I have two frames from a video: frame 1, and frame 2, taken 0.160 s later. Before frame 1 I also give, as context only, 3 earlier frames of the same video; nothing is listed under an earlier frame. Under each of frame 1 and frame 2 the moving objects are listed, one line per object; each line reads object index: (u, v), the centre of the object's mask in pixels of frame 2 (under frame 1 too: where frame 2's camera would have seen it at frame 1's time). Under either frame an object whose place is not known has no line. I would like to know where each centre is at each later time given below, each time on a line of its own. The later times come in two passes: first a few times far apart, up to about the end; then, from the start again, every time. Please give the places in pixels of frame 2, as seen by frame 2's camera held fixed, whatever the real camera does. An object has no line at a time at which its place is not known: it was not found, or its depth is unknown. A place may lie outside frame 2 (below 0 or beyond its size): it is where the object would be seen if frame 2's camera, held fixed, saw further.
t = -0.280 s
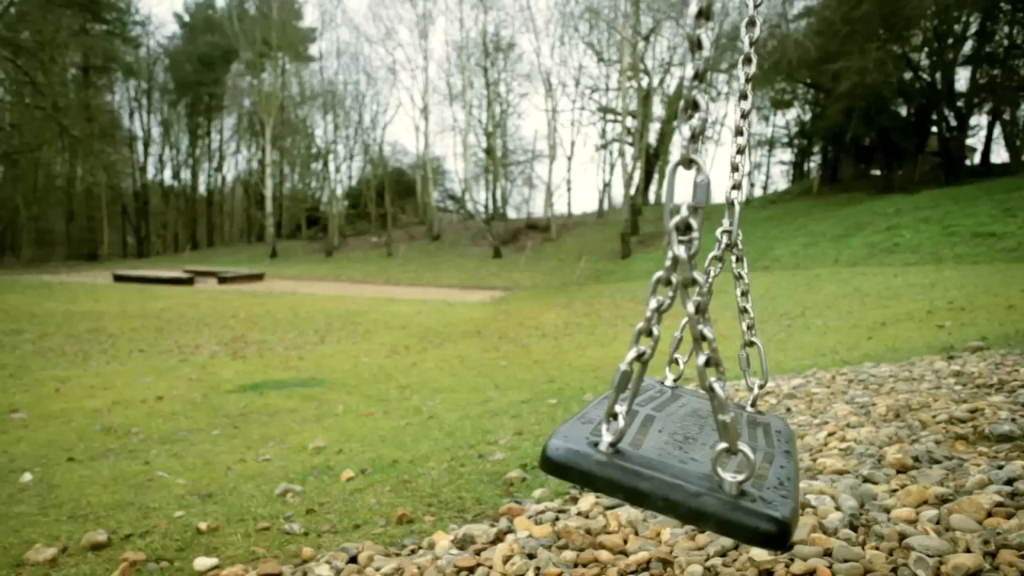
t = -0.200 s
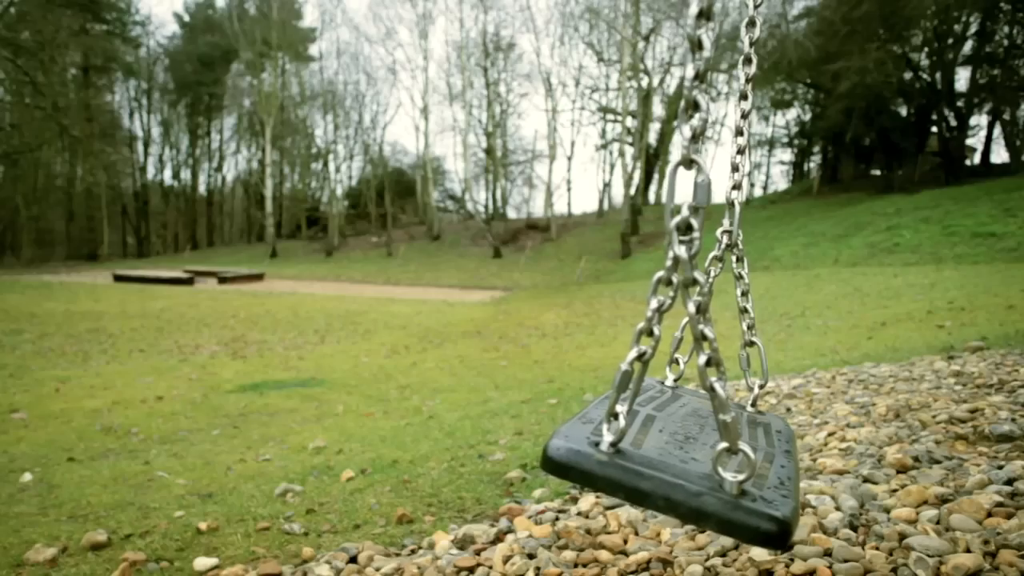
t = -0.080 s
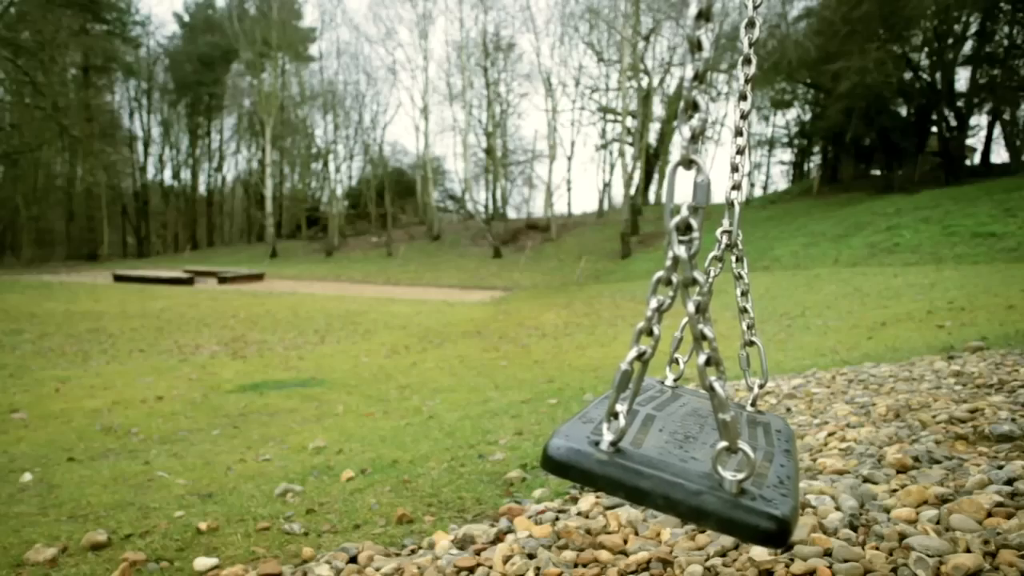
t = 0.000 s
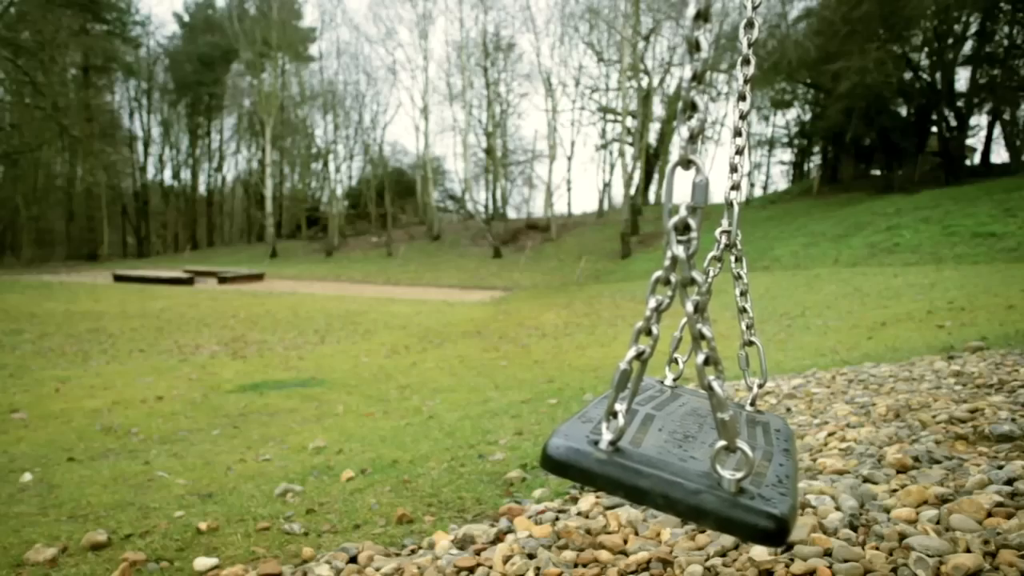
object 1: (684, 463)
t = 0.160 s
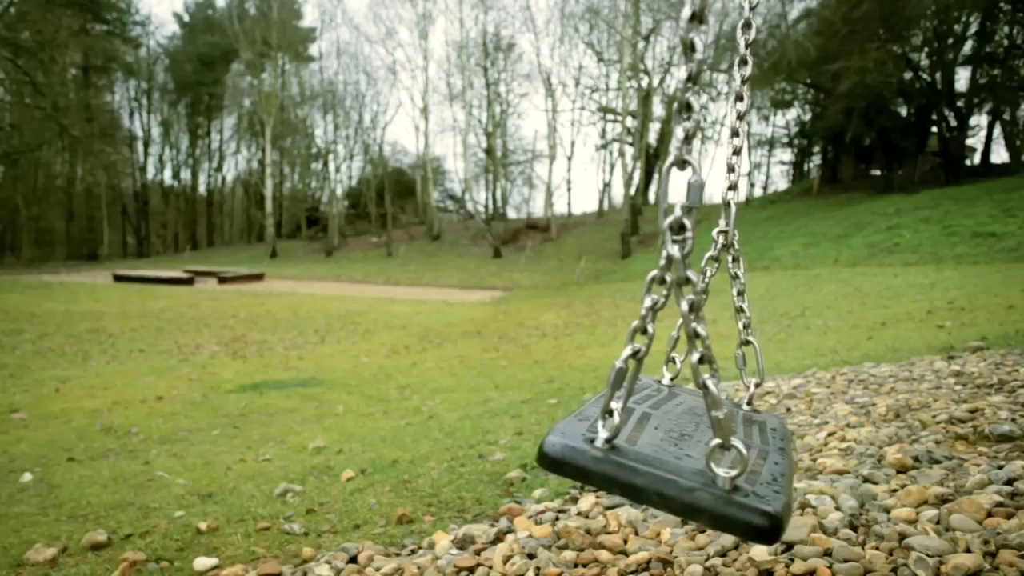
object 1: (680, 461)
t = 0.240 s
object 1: (677, 460)
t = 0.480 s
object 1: (665, 456)
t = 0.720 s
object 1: (653, 453)
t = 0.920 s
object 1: (644, 451)
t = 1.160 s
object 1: (635, 449)
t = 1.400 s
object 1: (629, 448)
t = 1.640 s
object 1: (627, 449)
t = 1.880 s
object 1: (628, 451)
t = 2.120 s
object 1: (634, 453)
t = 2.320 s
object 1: (644, 456)
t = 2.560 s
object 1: (656, 459)
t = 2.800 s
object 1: (668, 462)
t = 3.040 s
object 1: (678, 464)
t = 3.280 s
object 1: (683, 464)
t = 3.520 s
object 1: (685, 464)
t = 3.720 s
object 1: (684, 462)
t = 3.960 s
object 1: (676, 459)
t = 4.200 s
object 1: (665, 456)
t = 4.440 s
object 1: (652, 453)
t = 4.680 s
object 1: (640, 450)
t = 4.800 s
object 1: (636, 450)
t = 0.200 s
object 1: (679, 461)
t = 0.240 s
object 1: (677, 460)
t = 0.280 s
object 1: (676, 459)
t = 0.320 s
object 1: (674, 459)
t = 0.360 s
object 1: (672, 458)
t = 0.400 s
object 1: (670, 458)
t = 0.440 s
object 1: (667, 457)
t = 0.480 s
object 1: (665, 456)
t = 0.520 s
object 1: (663, 456)
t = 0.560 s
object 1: (661, 455)
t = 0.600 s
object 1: (659, 455)
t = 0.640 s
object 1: (657, 454)
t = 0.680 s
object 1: (655, 454)
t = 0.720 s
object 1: (653, 453)
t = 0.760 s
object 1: (651, 453)
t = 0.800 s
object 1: (649, 452)
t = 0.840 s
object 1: (647, 452)
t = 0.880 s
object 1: (645, 451)
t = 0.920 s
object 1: (644, 451)
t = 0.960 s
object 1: (642, 451)
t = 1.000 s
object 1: (640, 450)
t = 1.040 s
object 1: (639, 450)
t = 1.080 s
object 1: (637, 450)
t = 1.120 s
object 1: (636, 450)
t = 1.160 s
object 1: (635, 449)
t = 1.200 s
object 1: (634, 449)
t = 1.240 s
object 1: (633, 449)
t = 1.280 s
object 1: (632, 449)
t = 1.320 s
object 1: (631, 449)
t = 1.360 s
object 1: (630, 448)
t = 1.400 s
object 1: (629, 448)
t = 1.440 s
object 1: (629, 448)
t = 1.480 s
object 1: (628, 448)
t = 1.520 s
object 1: (628, 448)
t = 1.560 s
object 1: (627, 448)
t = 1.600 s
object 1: (627, 449)
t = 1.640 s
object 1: (627, 449)
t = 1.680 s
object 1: (626, 449)
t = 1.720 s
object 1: (626, 449)
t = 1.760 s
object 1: (626, 449)
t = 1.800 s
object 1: (627, 450)
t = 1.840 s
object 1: (627, 450)
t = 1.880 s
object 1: (628, 451)
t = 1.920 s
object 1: (628, 451)
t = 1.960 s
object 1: (629, 451)
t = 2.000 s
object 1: (630, 452)
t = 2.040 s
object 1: (631, 452)
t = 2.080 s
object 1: (633, 453)
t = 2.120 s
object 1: (634, 453)
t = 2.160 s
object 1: (636, 454)
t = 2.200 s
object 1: (638, 455)
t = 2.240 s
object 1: (640, 455)
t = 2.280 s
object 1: (642, 456)
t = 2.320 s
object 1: (644, 456)
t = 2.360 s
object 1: (646, 457)
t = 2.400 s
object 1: (648, 457)
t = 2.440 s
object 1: (650, 458)
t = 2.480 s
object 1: (652, 458)
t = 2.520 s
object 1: (654, 459)
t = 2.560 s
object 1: (656, 459)
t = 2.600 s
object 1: (658, 460)
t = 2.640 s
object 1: (660, 460)
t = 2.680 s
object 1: (662, 460)
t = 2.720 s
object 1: (664, 461)
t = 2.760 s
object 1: (666, 461)
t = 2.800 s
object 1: (668, 462)
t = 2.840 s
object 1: (670, 462)
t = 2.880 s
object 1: (672, 463)
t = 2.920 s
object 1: (673, 463)
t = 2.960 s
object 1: (675, 463)
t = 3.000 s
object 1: (676, 463)
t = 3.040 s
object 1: (678, 464)
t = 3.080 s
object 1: (679, 464)
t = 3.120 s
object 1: (680, 464)
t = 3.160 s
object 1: (681, 464)
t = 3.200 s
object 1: (681, 464)
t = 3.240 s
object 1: (682, 464)
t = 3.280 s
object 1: (683, 464)
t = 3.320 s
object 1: (684, 464)
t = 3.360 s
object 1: (684, 464)
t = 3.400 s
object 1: (685, 464)
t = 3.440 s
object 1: (685, 464)
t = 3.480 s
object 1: (685, 464)
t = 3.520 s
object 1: (685, 464)
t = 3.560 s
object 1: (685, 463)
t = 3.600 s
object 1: (685, 463)
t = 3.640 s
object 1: (685, 463)
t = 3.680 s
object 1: (684, 462)
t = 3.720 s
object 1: (684, 462)
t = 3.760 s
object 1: (683, 461)
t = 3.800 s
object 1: (682, 461)
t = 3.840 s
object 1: (681, 461)
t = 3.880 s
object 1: (679, 460)
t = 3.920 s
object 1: (678, 460)
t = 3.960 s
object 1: (676, 459)
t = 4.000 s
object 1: (674, 458)
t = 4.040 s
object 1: (673, 458)
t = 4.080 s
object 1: (670, 457)
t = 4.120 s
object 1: (669, 457)
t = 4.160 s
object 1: (667, 456)
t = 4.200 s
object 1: (665, 456)
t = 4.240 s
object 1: (663, 455)
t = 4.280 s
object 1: (661, 455)
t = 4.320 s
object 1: (659, 454)
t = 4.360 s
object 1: (656, 454)
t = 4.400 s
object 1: (654, 453)
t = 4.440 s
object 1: (652, 453)
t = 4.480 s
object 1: (650, 452)
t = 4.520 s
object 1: (648, 452)
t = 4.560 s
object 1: (646, 452)
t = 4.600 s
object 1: (644, 451)
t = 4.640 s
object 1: (642, 451)
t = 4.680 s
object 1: (640, 450)
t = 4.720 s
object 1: (639, 450)
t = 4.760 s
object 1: (638, 450)
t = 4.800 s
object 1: (636, 450)
